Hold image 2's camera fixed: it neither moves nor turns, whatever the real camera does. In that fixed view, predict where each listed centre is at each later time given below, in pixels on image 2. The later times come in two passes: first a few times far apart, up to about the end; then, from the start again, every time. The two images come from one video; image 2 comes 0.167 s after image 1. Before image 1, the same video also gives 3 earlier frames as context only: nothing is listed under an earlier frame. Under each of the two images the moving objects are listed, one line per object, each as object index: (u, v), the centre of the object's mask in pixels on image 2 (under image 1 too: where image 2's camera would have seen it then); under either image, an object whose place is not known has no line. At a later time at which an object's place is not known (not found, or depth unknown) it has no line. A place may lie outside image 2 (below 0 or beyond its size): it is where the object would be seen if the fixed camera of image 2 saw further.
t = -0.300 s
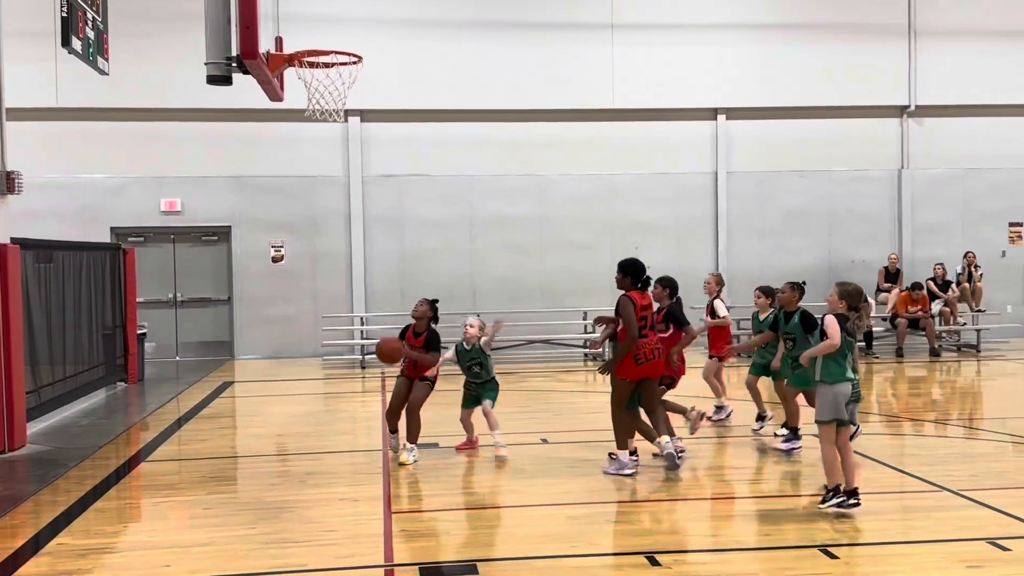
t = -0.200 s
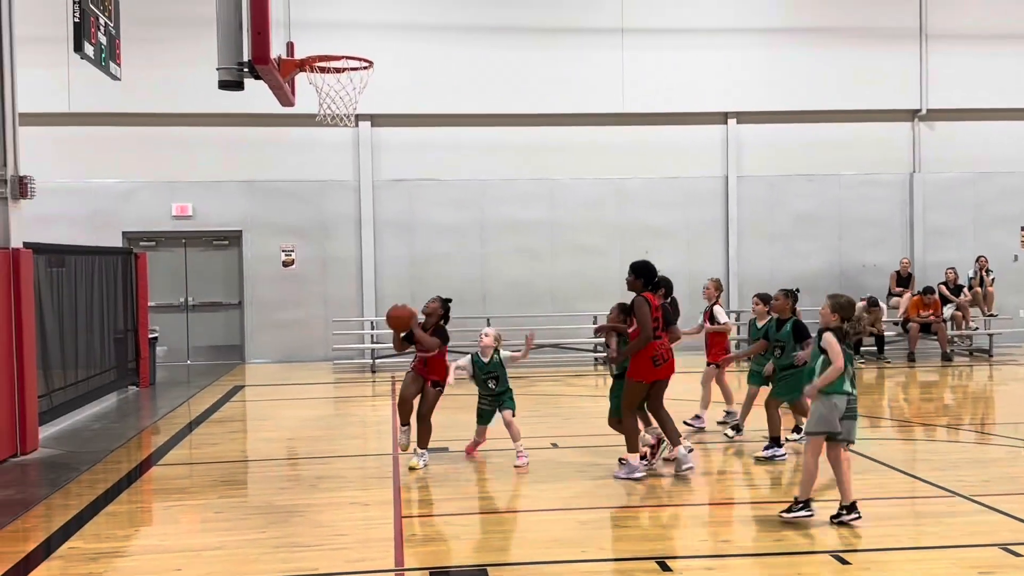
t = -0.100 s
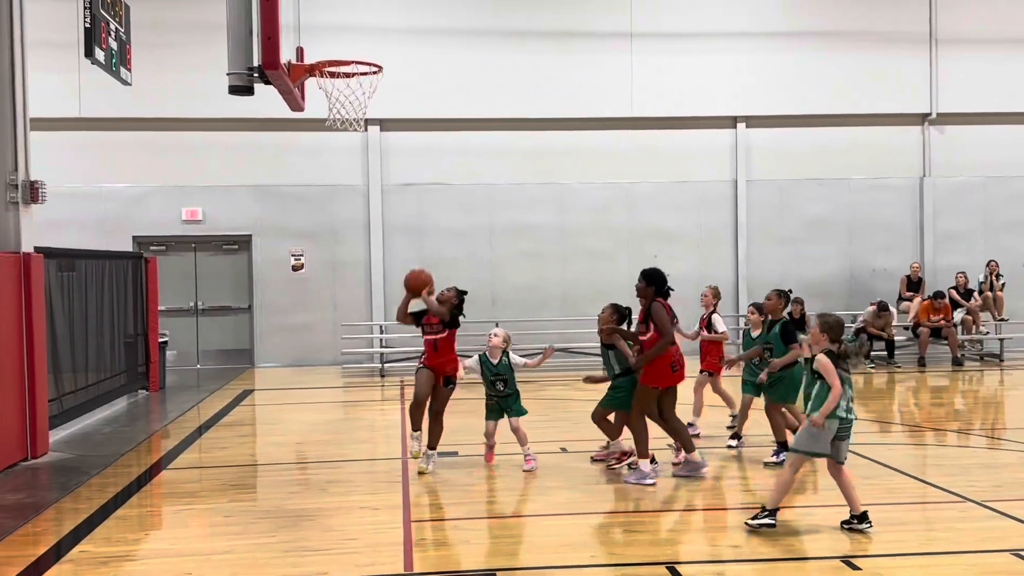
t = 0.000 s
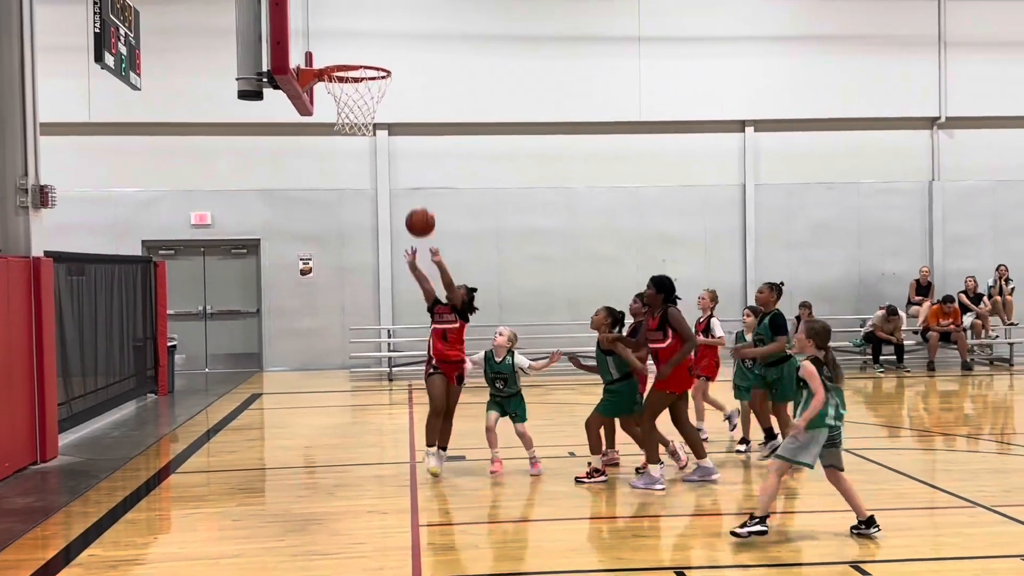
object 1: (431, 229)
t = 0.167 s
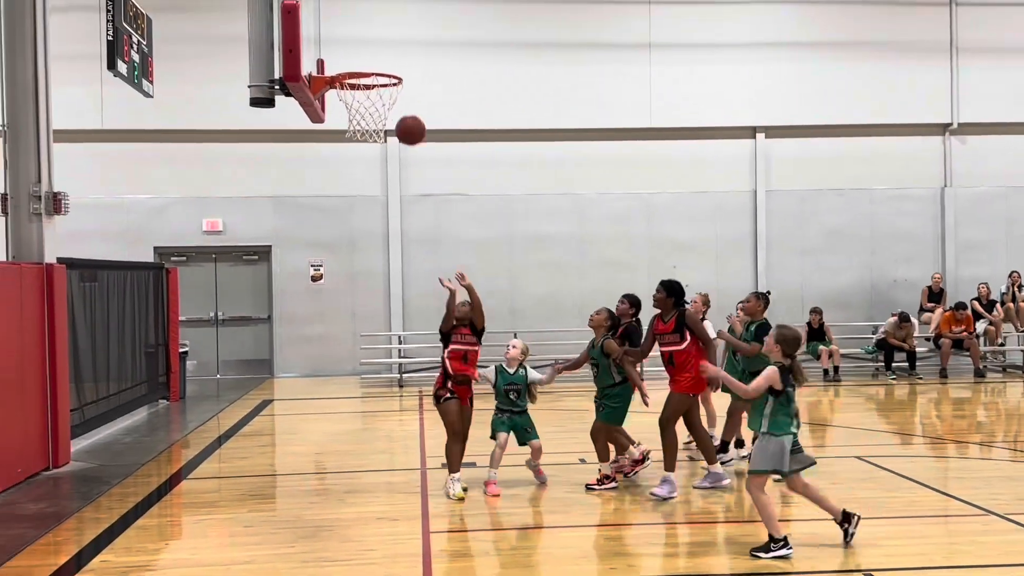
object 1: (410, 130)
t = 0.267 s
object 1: (403, 85)
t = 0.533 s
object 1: (364, 26)
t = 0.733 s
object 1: (339, 45)
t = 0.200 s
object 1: (406, 114)
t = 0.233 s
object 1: (406, 100)
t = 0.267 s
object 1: (403, 85)
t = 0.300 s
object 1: (394, 70)
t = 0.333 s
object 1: (390, 61)
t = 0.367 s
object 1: (385, 52)
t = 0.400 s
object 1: (381, 44)
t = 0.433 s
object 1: (377, 38)
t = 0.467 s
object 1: (373, 33)
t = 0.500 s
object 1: (369, 29)
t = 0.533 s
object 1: (364, 26)
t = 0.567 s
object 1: (360, 25)
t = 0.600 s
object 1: (356, 26)
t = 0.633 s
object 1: (352, 29)
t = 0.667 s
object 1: (347, 32)
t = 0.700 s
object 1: (343, 38)
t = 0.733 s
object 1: (339, 45)
